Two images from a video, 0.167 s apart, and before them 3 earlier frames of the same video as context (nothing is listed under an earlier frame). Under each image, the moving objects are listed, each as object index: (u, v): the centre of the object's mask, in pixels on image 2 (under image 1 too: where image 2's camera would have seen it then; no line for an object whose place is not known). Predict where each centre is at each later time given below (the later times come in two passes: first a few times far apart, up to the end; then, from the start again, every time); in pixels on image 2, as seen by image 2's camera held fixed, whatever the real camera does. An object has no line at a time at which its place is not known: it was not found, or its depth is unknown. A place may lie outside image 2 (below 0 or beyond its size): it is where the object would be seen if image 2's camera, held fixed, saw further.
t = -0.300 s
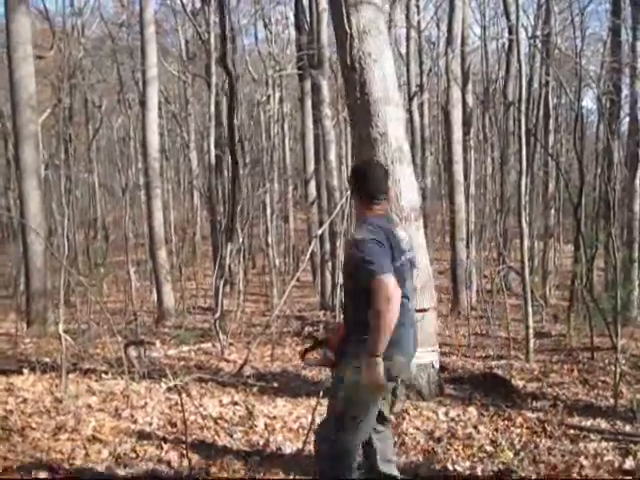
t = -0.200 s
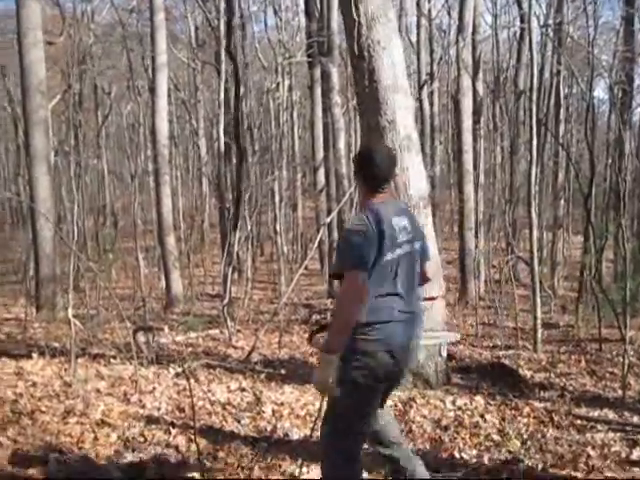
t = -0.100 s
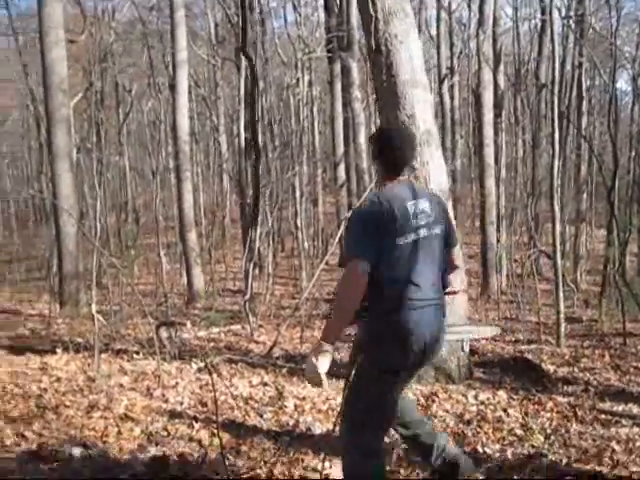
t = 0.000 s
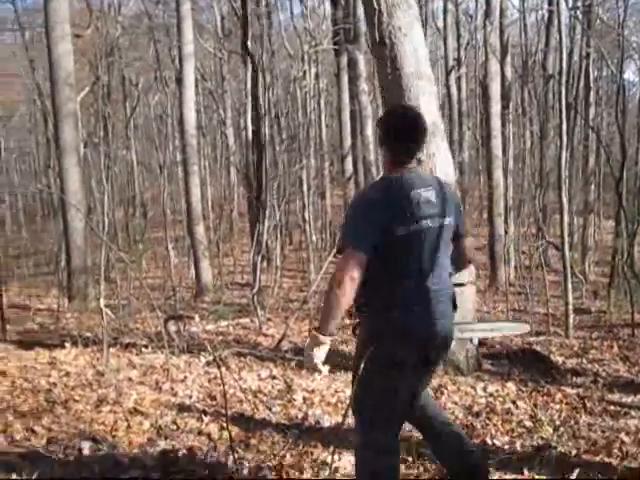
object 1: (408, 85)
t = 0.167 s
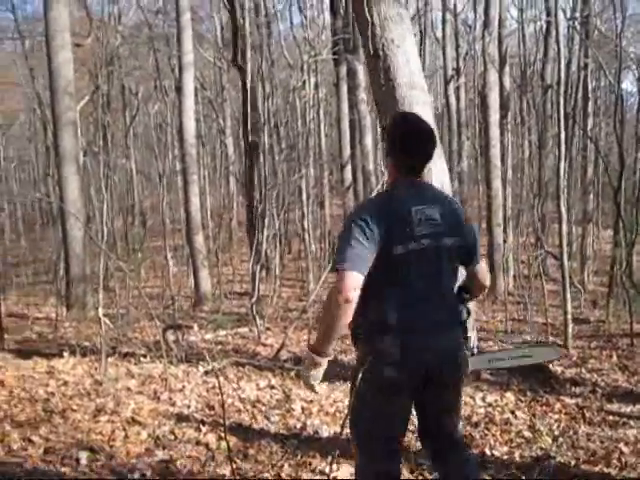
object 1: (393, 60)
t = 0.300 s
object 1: (388, 76)
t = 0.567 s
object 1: (385, 87)
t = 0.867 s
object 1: (369, 88)
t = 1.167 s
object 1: (354, 96)
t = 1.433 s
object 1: (361, 149)
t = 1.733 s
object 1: (365, 187)
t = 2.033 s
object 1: (353, 196)
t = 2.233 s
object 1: (338, 195)
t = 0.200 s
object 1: (391, 61)
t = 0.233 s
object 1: (390, 61)
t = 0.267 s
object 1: (389, 66)
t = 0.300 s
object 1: (388, 76)
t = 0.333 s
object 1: (388, 80)
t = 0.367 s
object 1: (388, 84)
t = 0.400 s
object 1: (388, 85)
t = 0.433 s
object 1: (387, 86)
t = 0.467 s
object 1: (387, 87)
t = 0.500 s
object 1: (388, 88)
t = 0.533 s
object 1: (386, 88)
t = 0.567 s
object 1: (385, 87)
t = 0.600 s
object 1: (382, 85)
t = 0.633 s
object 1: (381, 84)
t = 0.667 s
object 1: (379, 84)
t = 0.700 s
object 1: (377, 84)
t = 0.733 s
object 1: (376, 86)
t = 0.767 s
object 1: (374, 86)
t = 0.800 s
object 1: (373, 87)
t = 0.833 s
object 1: (371, 88)
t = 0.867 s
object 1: (369, 88)
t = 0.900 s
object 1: (368, 88)
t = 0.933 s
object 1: (365, 88)
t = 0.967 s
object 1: (363, 88)
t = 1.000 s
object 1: (362, 90)
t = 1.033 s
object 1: (360, 90)
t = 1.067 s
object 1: (358, 91)
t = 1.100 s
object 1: (357, 93)
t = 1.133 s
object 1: (355, 94)
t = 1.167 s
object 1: (354, 96)
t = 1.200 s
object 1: (353, 99)
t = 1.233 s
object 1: (353, 103)
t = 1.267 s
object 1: (353, 108)
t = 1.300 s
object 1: (353, 112)
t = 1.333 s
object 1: (353, 115)
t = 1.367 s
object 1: (355, 124)
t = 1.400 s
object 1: (358, 134)
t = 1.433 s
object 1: (361, 149)
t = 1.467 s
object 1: (363, 156)
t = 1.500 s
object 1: (365, 164)
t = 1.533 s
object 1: (367, 170)
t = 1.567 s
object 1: (367, 176)
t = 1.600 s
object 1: (367, 180)
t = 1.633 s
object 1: (367, 183)
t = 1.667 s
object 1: (366, 184)
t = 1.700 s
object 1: (367, 188)
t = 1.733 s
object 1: (365, 187)
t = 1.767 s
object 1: (365, 191)
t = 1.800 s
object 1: (363, 191)
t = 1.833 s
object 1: (362, 192)
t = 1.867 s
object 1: (361, 193)
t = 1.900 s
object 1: (360, 193)
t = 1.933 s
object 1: (358, 194)
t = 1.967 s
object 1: (356, 194)
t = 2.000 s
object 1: (355, 195)
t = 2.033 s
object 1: (353, 196)
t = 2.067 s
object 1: (351, 196)
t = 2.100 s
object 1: (349, 196)
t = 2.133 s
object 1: (346, 196)
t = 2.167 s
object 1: (343, 195)
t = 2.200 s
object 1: (341, 195)
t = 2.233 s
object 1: (338, 195)
